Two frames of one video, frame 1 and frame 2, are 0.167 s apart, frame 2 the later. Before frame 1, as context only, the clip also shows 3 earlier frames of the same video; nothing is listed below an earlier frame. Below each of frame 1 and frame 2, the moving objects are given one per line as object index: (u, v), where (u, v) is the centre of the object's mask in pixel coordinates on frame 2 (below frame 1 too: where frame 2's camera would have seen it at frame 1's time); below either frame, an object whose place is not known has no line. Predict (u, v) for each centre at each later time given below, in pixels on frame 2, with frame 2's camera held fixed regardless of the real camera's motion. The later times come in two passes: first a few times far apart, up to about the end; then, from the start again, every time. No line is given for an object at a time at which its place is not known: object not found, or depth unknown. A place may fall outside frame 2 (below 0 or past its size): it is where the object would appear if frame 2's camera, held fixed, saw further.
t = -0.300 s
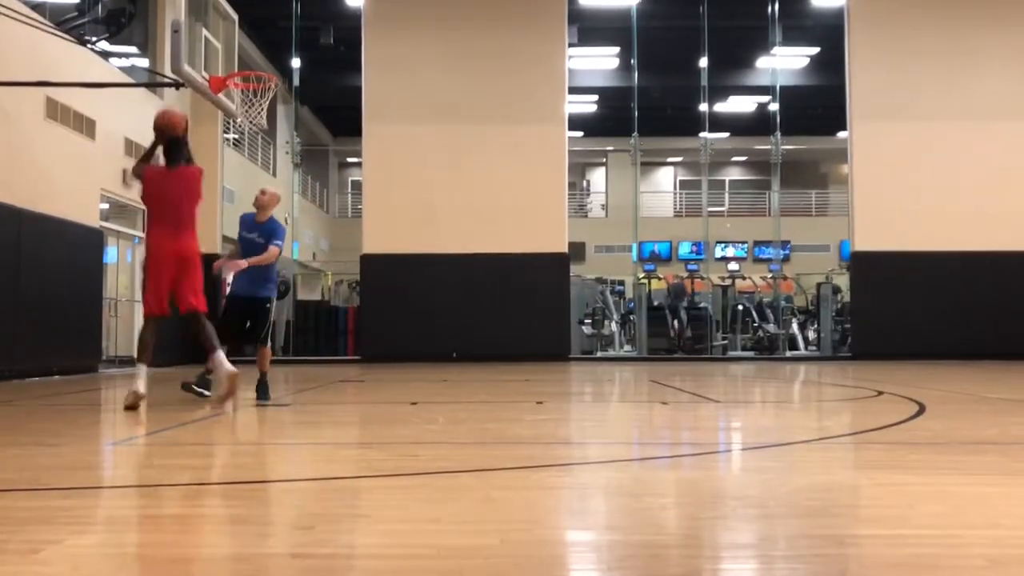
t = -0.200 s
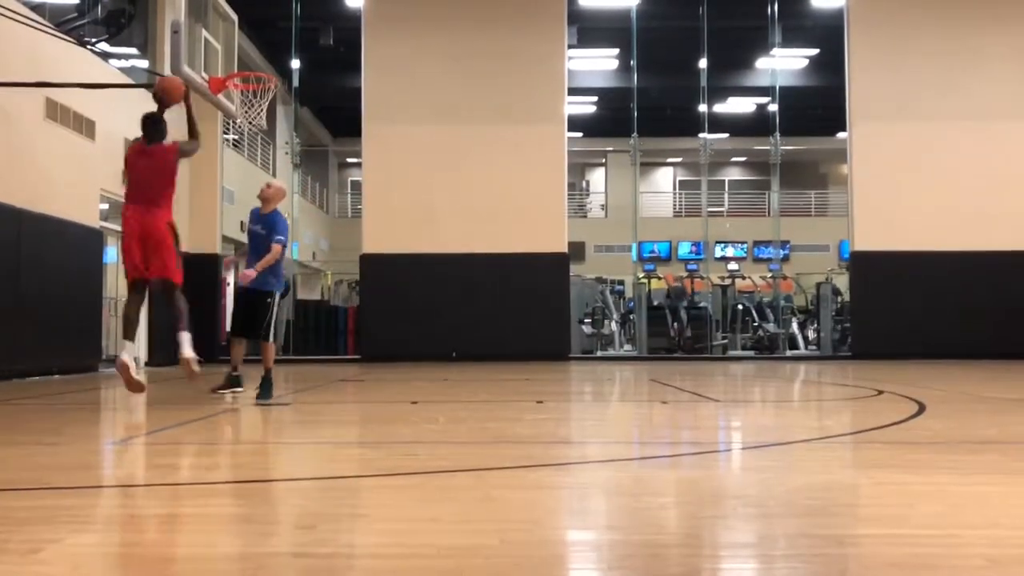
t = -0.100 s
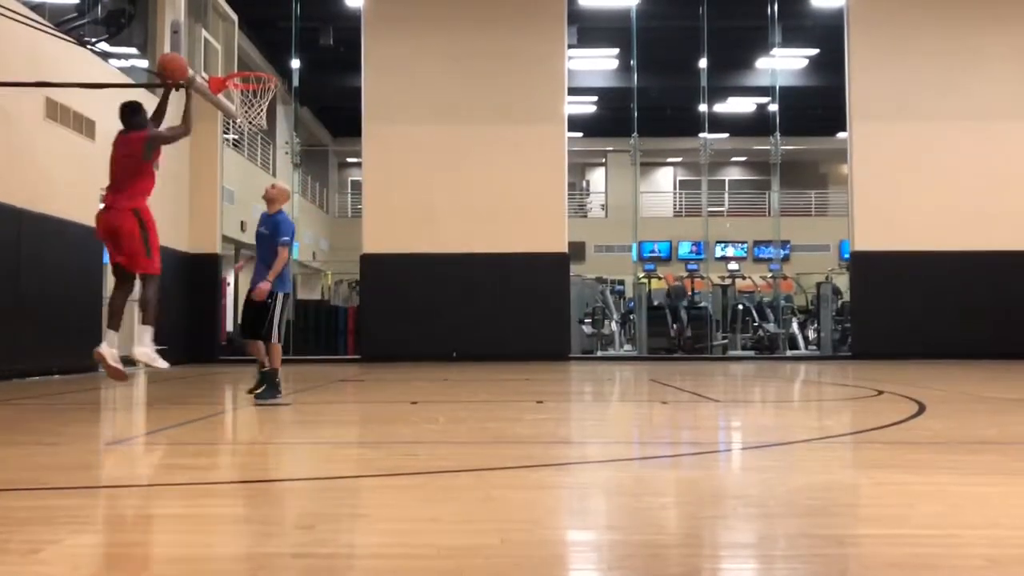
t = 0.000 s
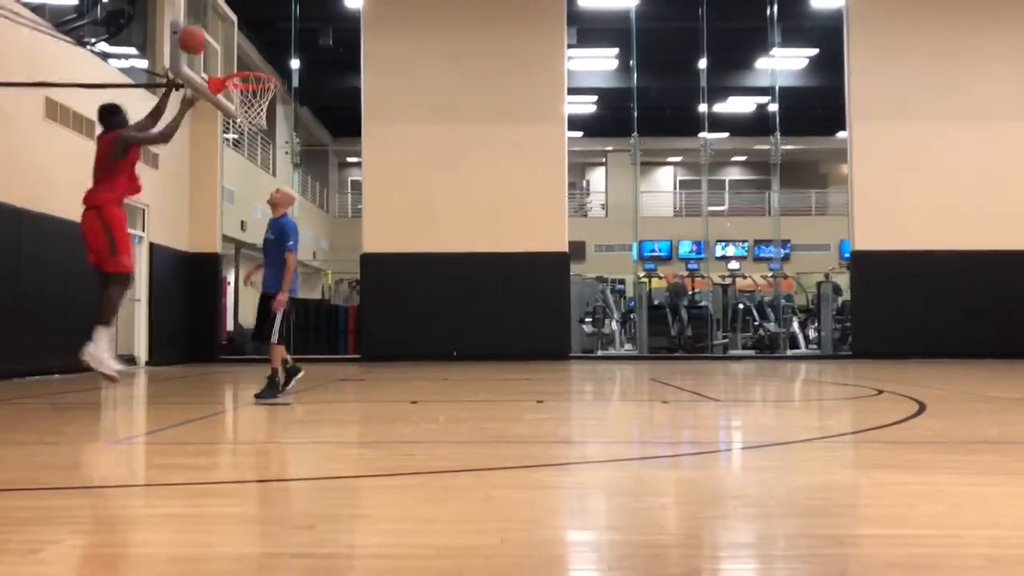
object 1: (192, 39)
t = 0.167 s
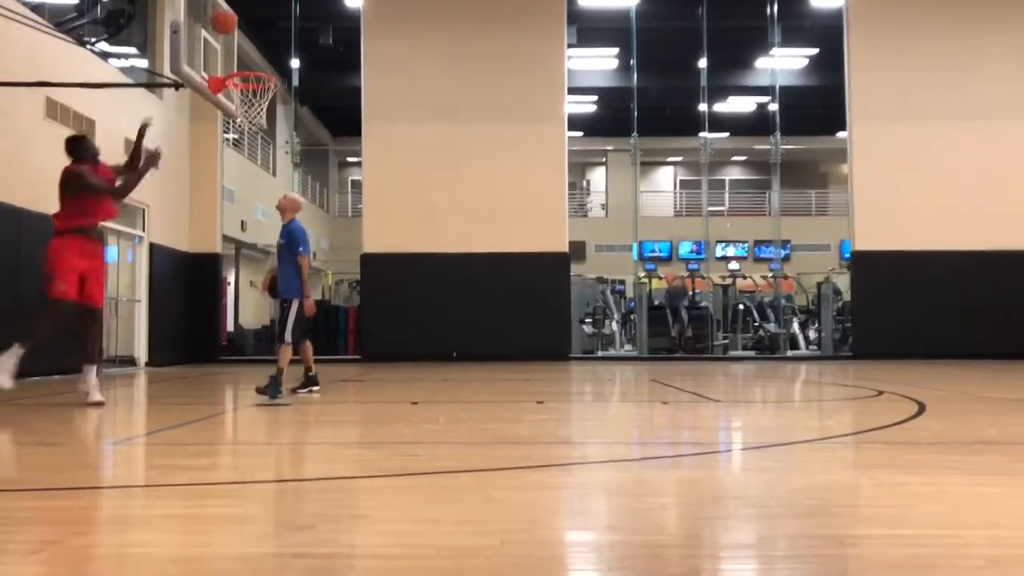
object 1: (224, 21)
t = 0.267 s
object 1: (241, 24)
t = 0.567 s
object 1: (276, 64)
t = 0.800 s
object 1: (285, 80)
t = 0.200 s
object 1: (232, 20)
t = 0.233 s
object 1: (235, 22)
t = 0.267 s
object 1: (241, 24)
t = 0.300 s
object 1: (246, 28)
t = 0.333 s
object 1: (251, 32)
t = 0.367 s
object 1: (256, 37)
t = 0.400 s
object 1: (261, 44)
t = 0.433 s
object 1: (266, 52)
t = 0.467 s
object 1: (271, 60)
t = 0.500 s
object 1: (275, 67)
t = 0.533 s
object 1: (275, 65)
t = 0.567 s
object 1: (276, 64)
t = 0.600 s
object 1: (277, 63)
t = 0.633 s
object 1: (278, 64)
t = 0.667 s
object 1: (279, 65)
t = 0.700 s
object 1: (280, 68)
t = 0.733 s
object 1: (282, 71)
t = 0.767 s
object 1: (284, 75)
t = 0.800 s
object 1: (285, 80)
